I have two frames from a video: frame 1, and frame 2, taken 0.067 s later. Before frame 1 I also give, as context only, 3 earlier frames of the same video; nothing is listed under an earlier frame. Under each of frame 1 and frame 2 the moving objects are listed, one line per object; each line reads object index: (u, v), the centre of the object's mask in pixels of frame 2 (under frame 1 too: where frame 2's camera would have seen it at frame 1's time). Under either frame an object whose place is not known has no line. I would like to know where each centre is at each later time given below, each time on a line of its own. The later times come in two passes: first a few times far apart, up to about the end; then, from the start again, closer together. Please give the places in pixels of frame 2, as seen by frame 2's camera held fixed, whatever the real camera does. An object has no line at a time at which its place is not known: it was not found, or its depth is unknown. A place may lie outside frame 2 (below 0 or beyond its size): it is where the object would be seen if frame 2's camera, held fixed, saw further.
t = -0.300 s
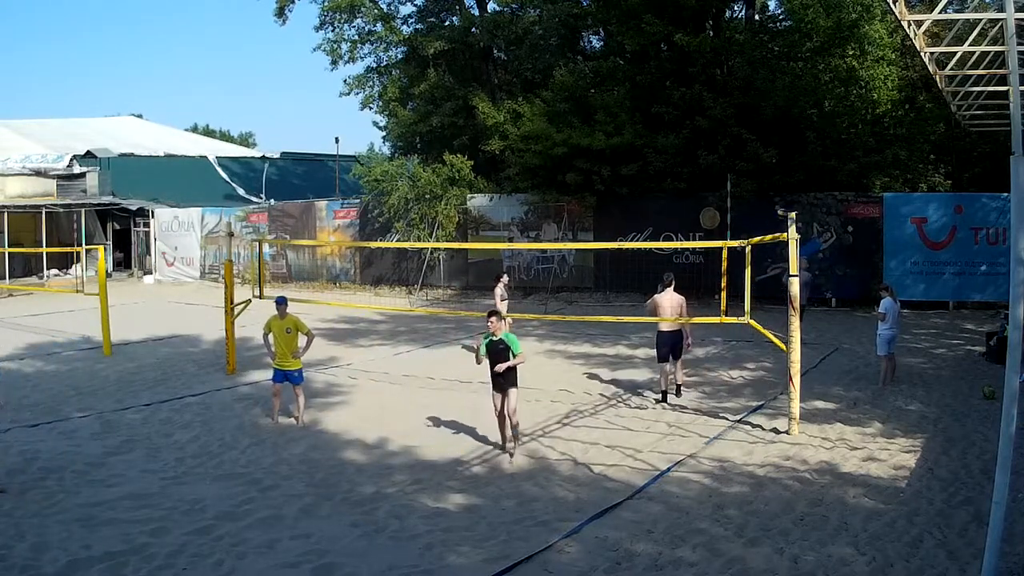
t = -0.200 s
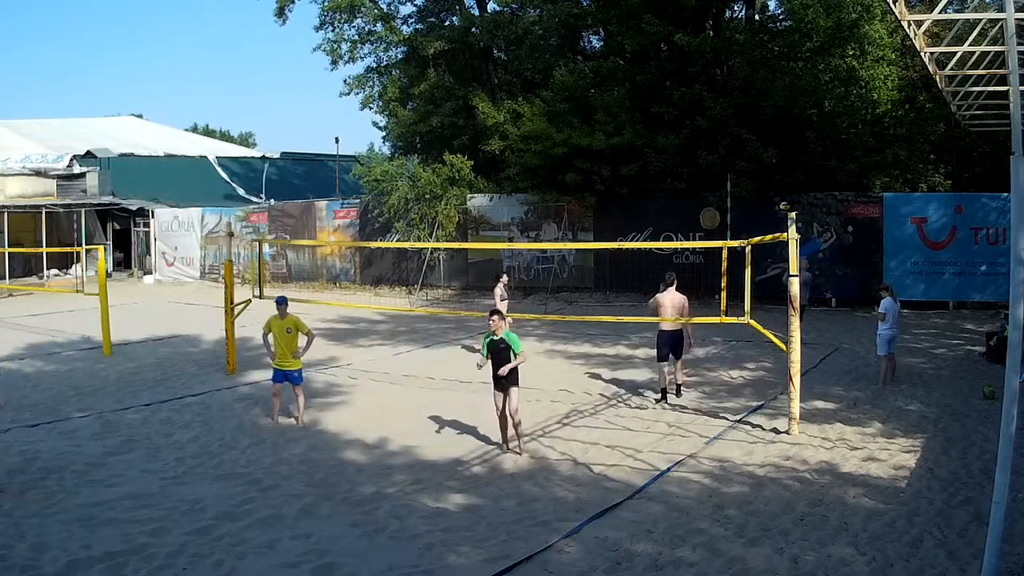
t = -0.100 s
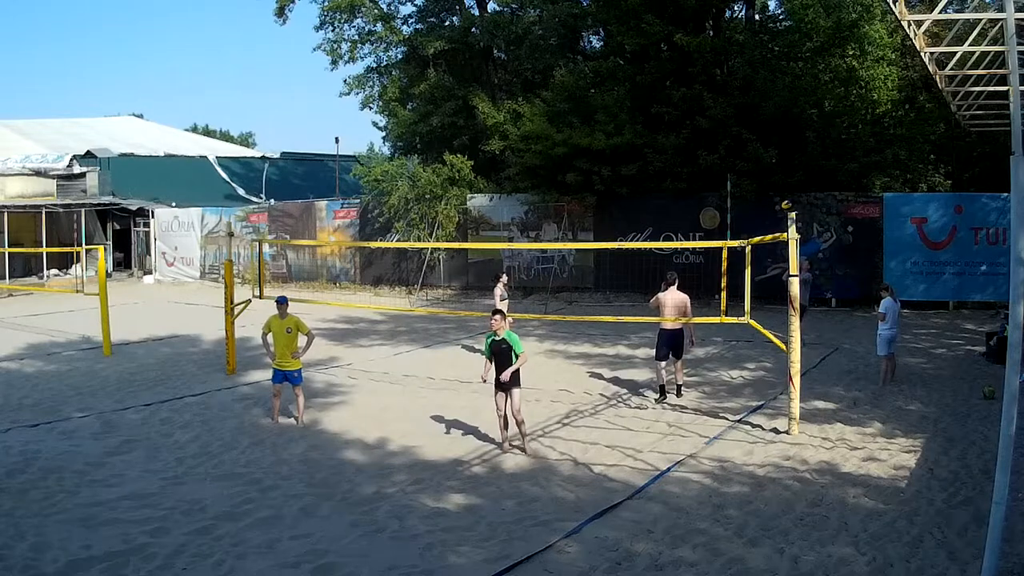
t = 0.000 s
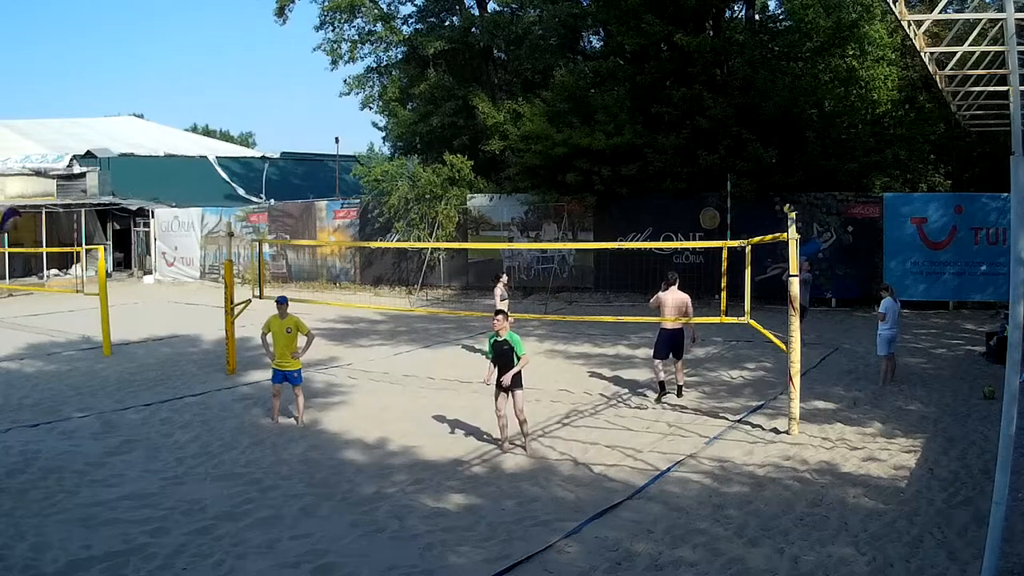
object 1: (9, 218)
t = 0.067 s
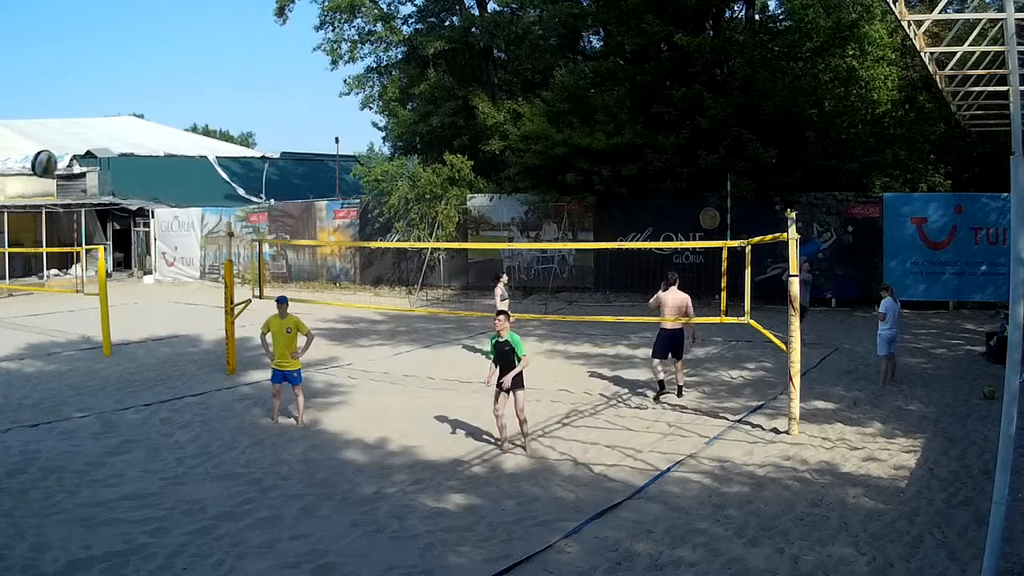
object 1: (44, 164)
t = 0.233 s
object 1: (127, 68)
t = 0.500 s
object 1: (237, 12)
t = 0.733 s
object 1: (311, 33)
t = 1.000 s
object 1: (380, 114)
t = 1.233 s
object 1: (433, 224)
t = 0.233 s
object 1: (127, 68)
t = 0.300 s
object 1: (158, 45)
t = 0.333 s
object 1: (172, 35)
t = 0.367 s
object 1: (186, 28)
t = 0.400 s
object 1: (199, 22)
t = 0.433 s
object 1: (212, 17)
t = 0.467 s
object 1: (225, 14)
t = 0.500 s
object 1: (237, 12)
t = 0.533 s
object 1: (249, 12)
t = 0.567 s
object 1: (259, 13)
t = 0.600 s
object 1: (271, 15)
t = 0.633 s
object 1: (282, 17)
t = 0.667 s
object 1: (292, 23)
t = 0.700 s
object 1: (302, 27)
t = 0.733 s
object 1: (311, 33)
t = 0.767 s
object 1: (320, 41)
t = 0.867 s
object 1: (349, 67)
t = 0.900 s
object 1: (355, 78)
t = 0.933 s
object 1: (364, 88)
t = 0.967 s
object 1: (372, 102)
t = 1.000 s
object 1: (380, 114)
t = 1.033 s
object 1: (386, 127)
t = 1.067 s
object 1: (395, 143)
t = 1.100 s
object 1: (404, 157)
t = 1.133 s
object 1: (413, 173)
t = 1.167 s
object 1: (419, 190)
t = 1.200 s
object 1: (426, 206)
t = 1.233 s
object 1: (433, 224)
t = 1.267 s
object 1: (441, 241)
